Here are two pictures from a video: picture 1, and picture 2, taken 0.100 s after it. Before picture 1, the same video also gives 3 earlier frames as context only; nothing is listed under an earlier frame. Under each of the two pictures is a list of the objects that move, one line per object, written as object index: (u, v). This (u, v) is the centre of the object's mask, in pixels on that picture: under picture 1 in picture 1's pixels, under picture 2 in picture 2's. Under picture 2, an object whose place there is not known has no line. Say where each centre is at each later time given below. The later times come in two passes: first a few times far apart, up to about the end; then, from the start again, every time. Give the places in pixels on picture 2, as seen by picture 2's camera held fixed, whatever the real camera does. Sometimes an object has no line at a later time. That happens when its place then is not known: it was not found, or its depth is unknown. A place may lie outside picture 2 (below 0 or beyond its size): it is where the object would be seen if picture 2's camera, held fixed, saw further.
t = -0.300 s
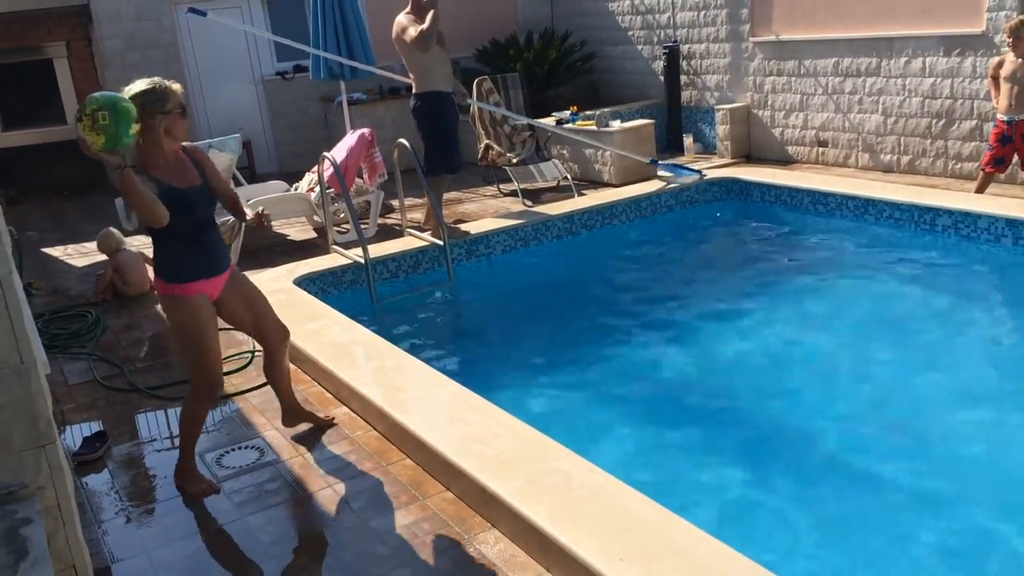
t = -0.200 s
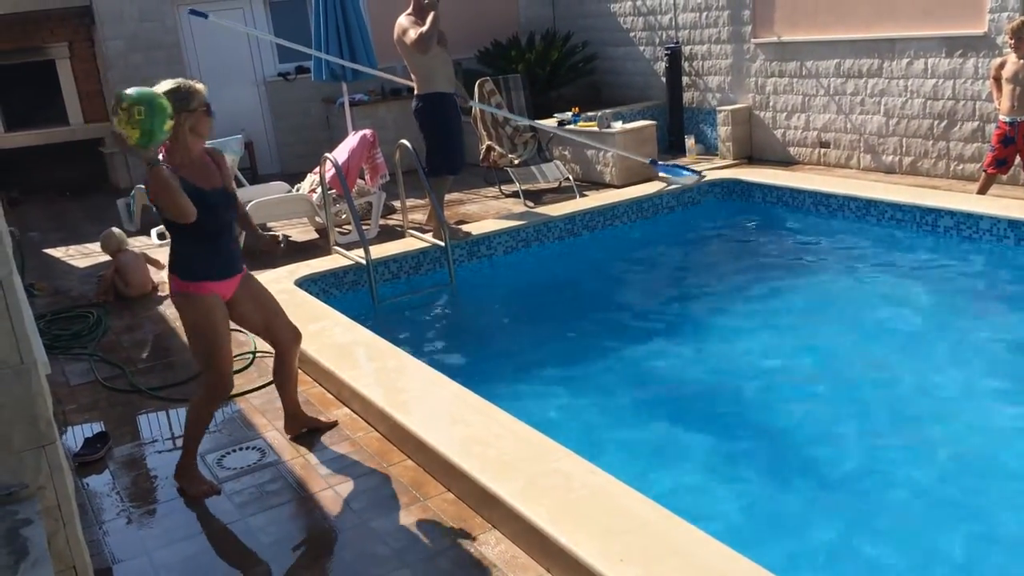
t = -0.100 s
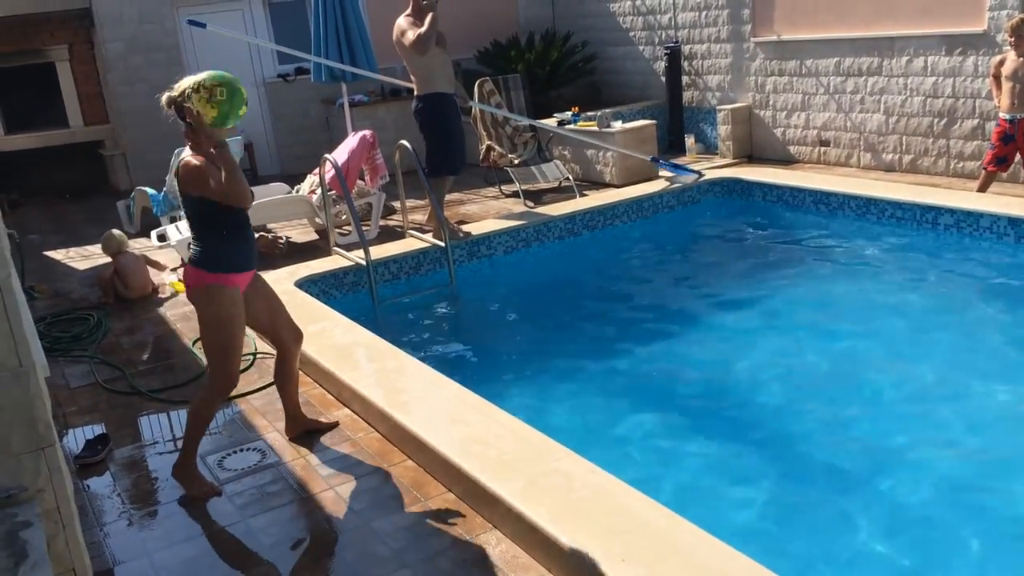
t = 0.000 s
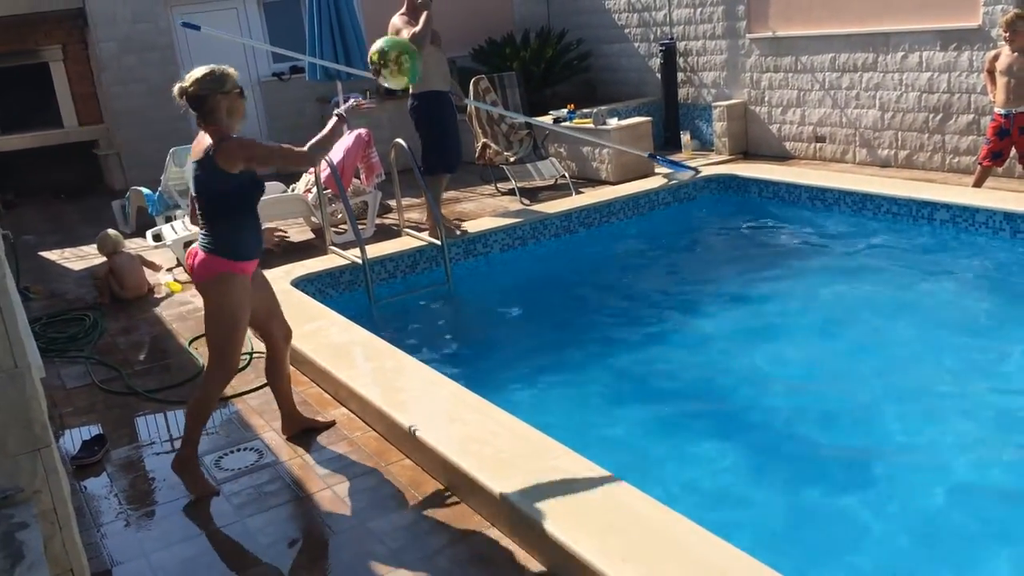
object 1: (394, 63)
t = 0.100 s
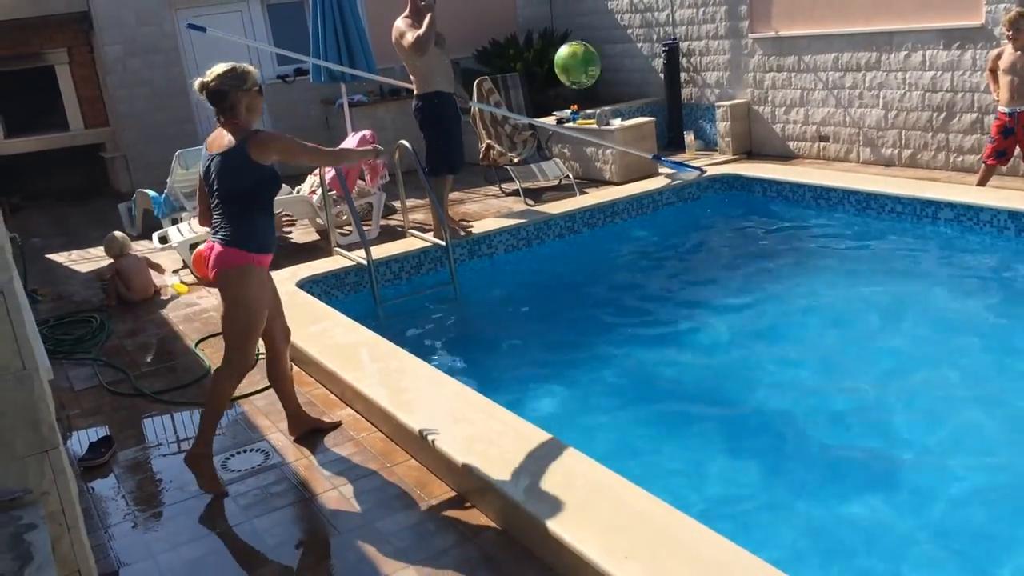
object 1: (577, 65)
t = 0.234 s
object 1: (751, 100)
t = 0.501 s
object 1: (915, 224)
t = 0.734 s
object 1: (897, 216)
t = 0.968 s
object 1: (870, 233)
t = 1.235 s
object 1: (856, 236)
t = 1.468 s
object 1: (841, 240)
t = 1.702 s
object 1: (827, 249)
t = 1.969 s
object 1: (813, 252)
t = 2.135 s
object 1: (806, 252)
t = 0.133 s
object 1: (626, 70)
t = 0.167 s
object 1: (671, 78)
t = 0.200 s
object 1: (713, 88)
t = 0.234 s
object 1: (751, 100)
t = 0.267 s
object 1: (786, 115)
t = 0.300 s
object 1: (819, 130)
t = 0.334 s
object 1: (848, 147)
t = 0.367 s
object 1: (877, 164)
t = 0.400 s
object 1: (902, 182)
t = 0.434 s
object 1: (926, 202)
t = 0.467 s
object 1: (918, 219)
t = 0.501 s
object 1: (915, 224)
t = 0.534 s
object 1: (914, 225)
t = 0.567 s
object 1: (913, 227)
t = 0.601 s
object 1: (911, 226)
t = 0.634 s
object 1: (909, 223)
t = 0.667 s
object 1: (906, 221)
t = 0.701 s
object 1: (901, 218)
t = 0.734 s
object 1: (897, 216)
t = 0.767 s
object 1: (893, 215)
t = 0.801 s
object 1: (888, 218)
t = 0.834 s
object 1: (883, 222)
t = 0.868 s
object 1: (879, 227)
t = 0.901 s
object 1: (875, 231)
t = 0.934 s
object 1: (872, 232)
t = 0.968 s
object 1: (870, 233)
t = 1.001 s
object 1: (869, 235)
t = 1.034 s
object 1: (868, 235)
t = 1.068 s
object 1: (866, 235)
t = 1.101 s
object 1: (864, 236)
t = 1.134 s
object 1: (862, 234)
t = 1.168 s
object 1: (860, 235)
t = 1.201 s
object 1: (858, 236)
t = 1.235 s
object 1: (856, 236)
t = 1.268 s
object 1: (854, 238)
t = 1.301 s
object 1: (852, 238)
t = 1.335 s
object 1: (850, 239)
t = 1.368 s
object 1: (848, 239)
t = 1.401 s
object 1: (846, 240)
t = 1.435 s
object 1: (844, 240)
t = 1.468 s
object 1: (841, 240)
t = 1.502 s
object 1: (839, 242)
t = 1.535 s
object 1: (837, 243)
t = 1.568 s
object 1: (834, 245)
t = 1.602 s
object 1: (832, 247)
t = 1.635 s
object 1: (831, 247)
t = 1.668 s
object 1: (829, 248)
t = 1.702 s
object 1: (827, 249)
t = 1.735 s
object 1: (825, 249)
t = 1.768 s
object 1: (824, 250)
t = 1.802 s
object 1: (822, 251)
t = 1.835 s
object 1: (820, 250)
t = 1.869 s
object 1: (818, 251)
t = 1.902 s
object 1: (816, 252)
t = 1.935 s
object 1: (815, 252)
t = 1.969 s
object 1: (813, 252)
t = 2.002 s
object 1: (812, 252)
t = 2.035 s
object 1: (810, 252)
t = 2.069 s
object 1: (809, 252)
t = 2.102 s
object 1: (807, 252)
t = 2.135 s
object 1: (806, 252)
